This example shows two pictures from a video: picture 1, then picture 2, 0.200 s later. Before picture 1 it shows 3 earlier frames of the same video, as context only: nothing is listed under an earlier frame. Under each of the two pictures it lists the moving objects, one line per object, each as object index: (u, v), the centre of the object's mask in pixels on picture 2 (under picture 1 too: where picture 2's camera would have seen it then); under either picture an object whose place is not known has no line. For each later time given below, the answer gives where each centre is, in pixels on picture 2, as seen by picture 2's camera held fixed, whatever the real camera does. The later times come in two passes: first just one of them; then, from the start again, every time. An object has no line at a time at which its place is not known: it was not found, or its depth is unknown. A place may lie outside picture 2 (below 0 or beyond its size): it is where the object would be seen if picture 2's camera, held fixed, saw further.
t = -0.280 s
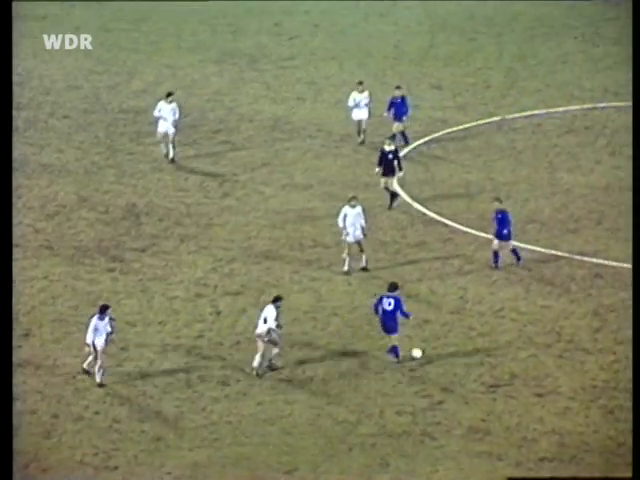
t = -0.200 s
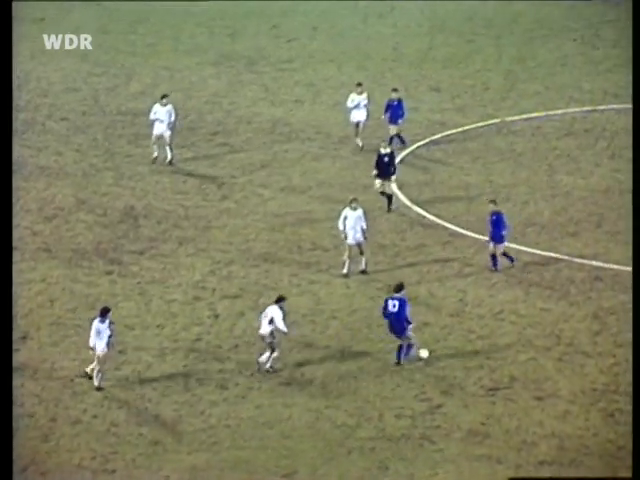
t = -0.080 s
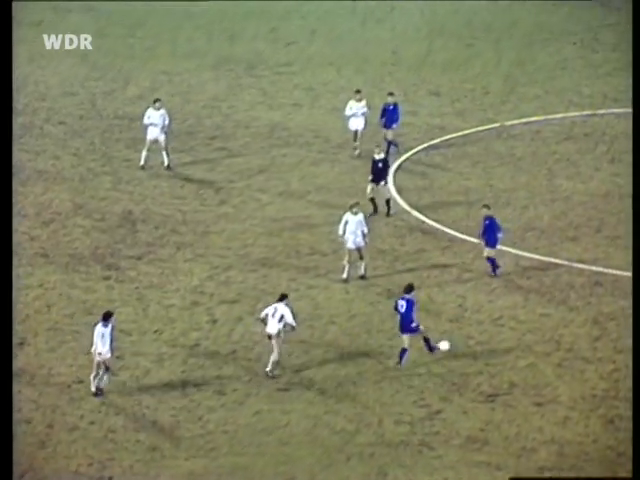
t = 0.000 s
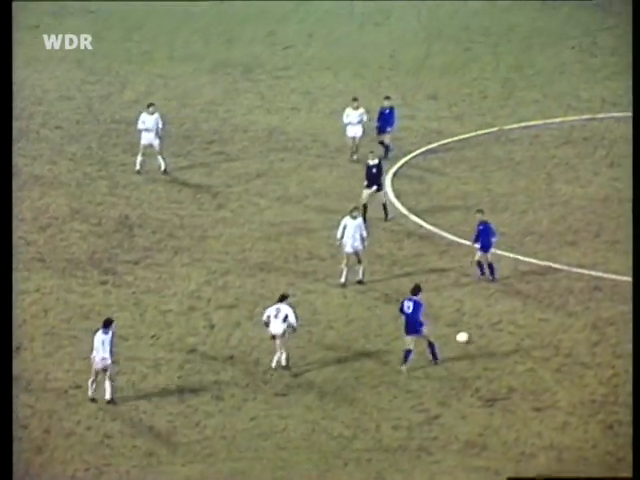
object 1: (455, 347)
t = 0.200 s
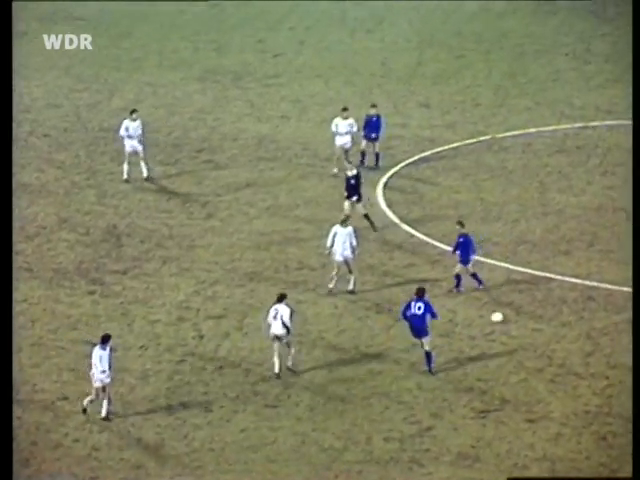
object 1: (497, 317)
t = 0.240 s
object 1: (504, 311)
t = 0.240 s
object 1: (504, 311)
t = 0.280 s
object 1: (512, 306)
